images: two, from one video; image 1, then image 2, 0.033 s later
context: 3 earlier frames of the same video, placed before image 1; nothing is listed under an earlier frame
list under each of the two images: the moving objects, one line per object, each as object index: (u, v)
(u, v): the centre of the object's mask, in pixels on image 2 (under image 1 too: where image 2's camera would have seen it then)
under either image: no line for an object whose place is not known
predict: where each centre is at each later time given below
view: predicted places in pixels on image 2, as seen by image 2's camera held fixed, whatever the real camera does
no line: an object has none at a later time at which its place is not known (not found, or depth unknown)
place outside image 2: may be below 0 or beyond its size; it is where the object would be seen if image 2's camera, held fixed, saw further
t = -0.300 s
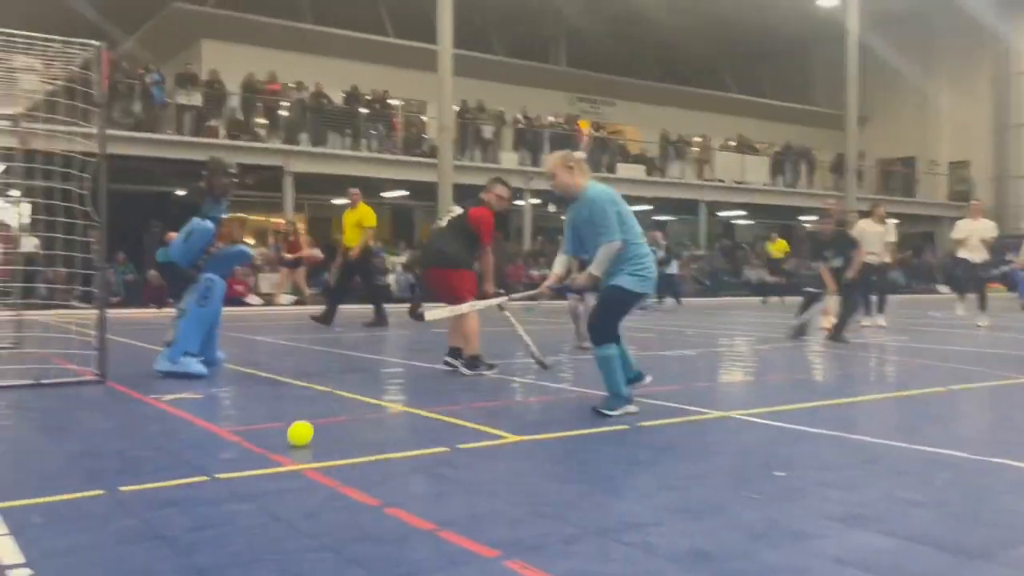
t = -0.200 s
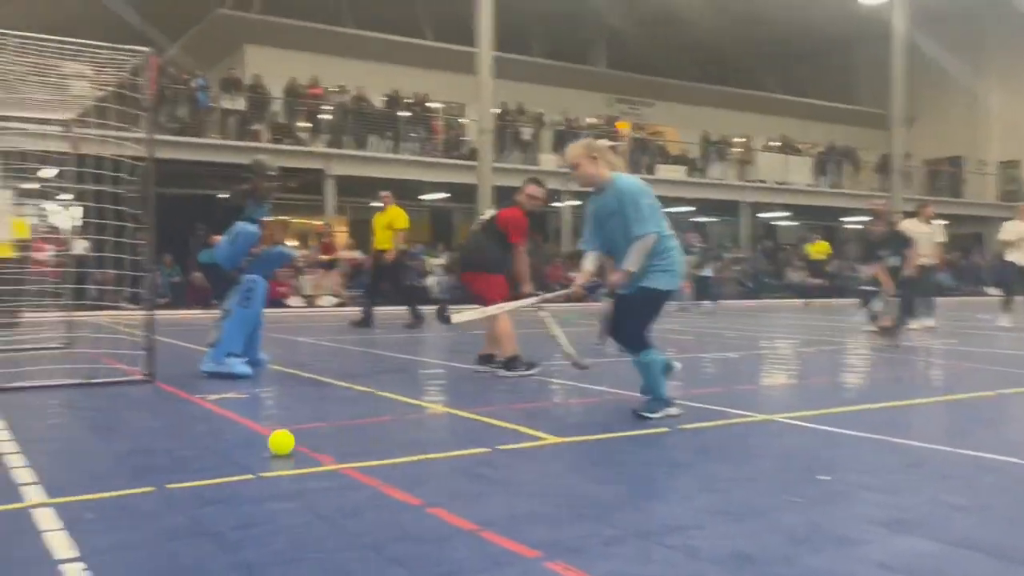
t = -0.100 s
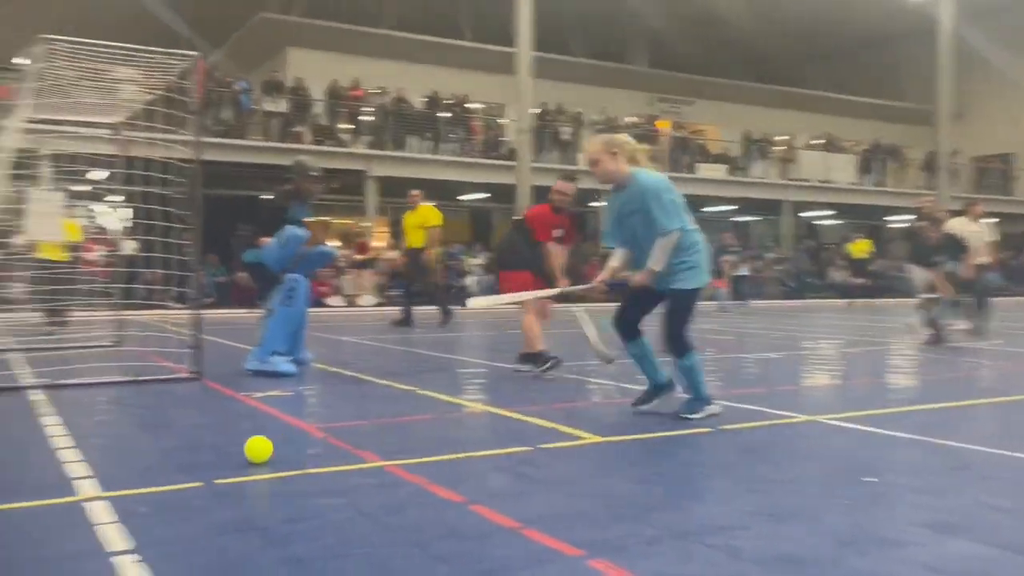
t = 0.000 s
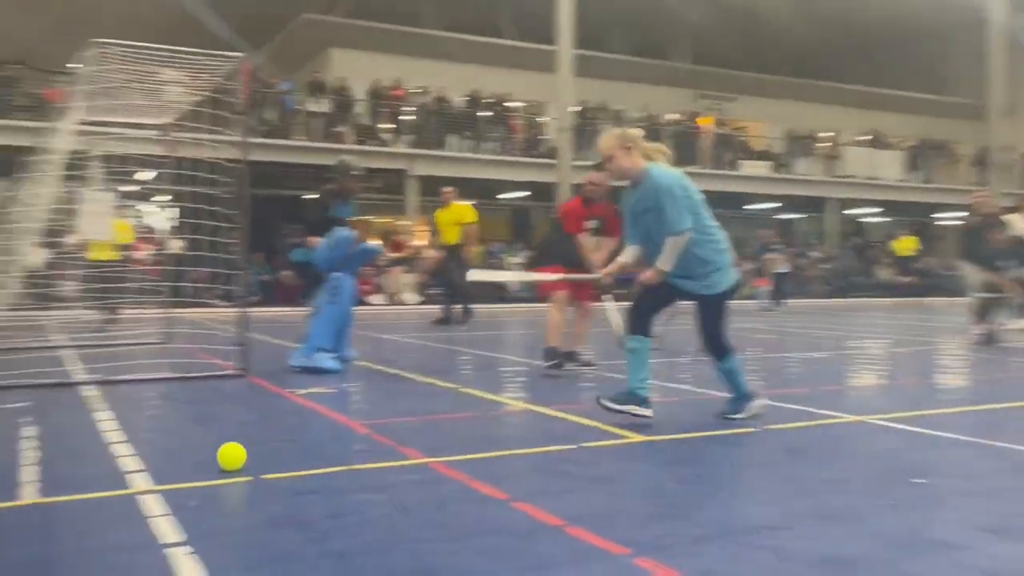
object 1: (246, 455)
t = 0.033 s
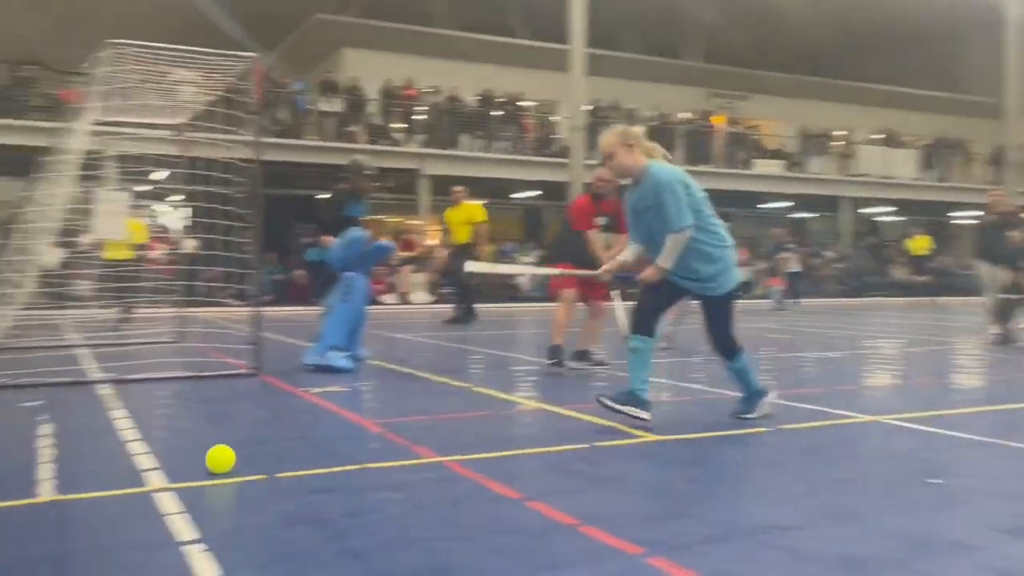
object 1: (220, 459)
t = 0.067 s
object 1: (193, 463)
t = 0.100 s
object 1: (166, 466)
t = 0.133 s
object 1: (136, 471)
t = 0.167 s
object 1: (106, 475)
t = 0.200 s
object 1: (75, 480)
